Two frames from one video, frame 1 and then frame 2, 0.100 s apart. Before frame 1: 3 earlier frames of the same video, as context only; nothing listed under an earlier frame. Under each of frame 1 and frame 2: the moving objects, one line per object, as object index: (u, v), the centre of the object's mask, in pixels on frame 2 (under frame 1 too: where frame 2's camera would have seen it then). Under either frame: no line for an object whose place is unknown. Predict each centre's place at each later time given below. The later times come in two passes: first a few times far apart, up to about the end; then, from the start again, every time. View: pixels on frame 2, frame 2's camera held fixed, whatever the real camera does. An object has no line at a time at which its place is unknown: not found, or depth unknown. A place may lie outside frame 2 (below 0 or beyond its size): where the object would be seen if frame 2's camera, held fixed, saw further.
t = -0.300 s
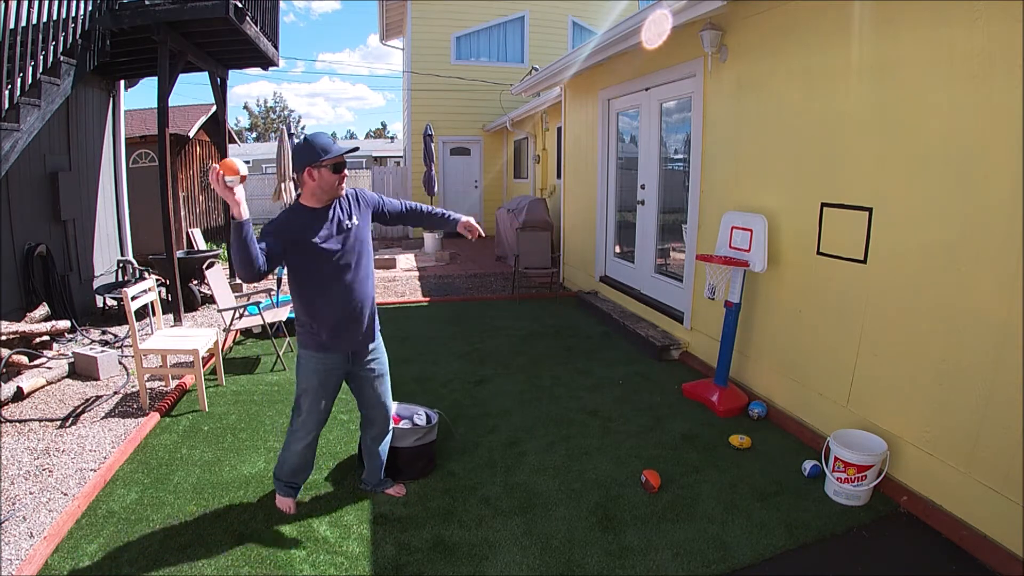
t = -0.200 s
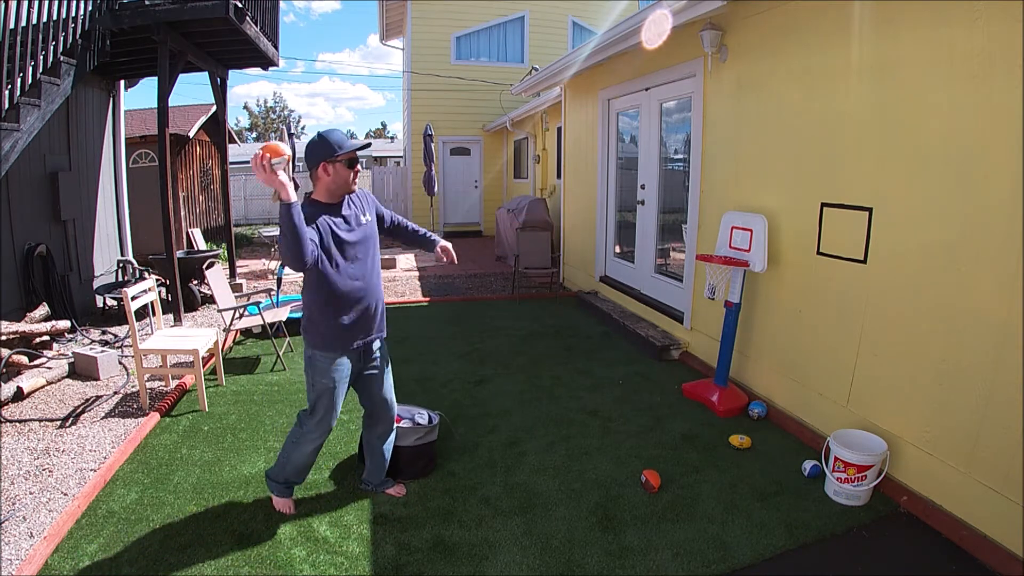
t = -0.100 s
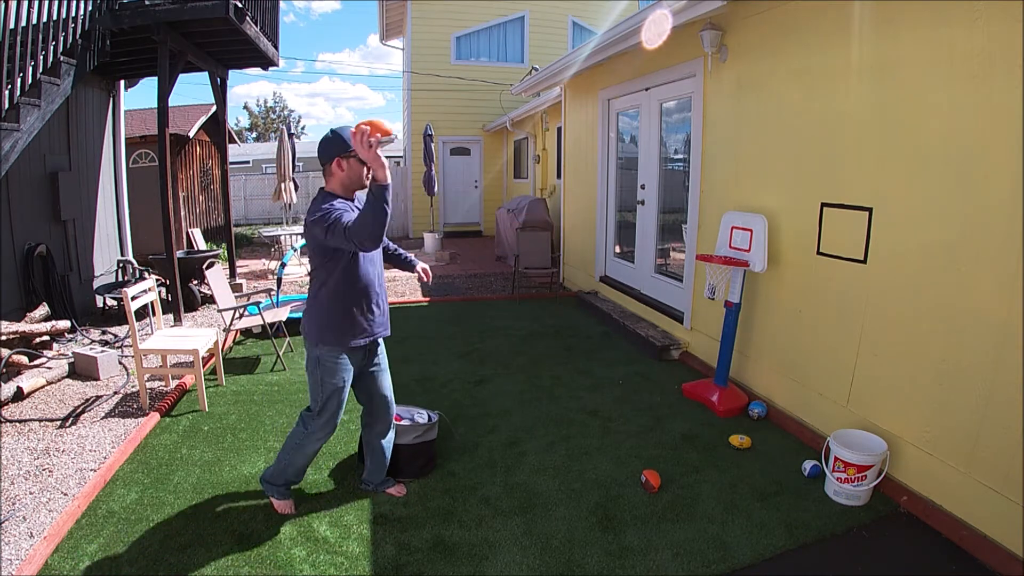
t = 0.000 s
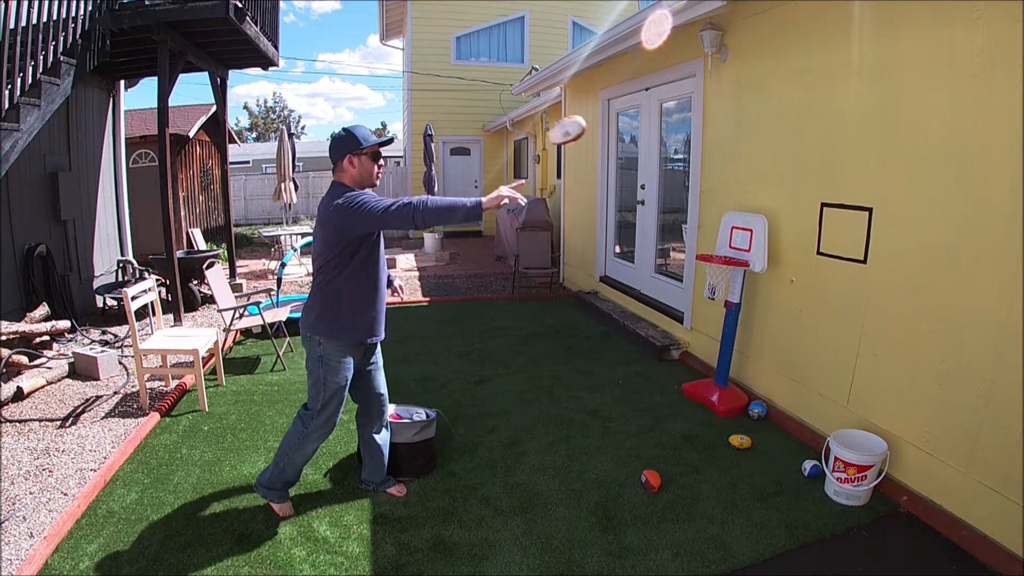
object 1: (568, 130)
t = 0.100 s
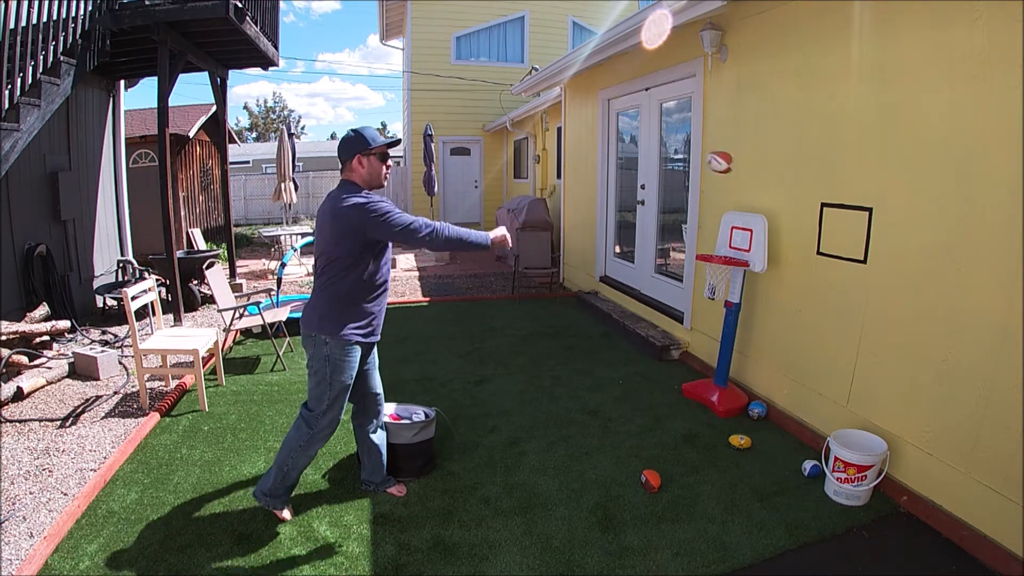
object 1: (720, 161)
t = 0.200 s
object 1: (825, 205)
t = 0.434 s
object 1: (773, 300)
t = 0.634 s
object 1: (661, 426)
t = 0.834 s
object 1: (652, 390)
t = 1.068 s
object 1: (643, 406)
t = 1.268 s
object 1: (634, 448)
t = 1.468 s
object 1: (630, 457)
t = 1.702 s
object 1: (627, 459)
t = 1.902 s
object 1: (628, 459)
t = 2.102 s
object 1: (628, 459)
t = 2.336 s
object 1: (628, 459)
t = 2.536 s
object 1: (628, 459)
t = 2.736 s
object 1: (628, 459)
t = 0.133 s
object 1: (759, 175)
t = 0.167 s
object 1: (794, 190)
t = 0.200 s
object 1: (825, 205)
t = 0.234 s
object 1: (851, 222)
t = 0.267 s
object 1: (863, 235)
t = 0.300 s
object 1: (846, 244)
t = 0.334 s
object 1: (828, 255)
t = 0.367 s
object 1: (810, 269)
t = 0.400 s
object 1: (792, 283)
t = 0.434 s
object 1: (773, 300)
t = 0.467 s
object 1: (754, 318)
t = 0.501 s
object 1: (735, 338)
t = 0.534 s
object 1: (717, 358)
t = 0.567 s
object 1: (697, 380)
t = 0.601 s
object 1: (679, 403)
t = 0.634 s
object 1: (661, 426)
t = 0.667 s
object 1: (653, 430)
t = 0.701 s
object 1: (654, 419)
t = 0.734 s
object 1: (654, 409)
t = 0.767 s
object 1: (653, 401)
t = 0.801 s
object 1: (652, 395)
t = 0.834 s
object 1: (652, 390)
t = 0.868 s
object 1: (651, 387)
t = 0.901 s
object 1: (650, 386)
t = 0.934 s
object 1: (649, 386)
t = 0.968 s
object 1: (647, 389)
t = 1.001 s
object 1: (646, 393)
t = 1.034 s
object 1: (644, 399)
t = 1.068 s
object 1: (643, 406)
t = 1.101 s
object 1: (640, 417)
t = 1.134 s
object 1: (638, 429)
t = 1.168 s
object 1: (636, 442)
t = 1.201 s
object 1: (633, 456)
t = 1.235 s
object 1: (634, 452)
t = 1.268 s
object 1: (634, 448)
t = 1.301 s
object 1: (634, 445)
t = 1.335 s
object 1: (633, 444)
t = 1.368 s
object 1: (632, 445)
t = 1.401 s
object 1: (632, 448)
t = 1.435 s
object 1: (631, 452)
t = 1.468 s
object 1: (630, 457)
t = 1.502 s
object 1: (629, 457)
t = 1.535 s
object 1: (628, 457)
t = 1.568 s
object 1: (627, 458)
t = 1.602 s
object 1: (626, 458)
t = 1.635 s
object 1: (626, 459)
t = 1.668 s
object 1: (626, 459)
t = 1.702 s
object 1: (627, 459)
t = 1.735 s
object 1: (627, 459)
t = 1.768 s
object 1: (628, 459)
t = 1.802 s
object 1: (628, 459)
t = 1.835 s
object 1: (628, 459)
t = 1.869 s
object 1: (628, 459)
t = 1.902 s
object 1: (628, 459)
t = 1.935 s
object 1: (628, 459)
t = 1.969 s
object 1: (628, 459)
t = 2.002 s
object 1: (628, 459)
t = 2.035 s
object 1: (628, 459)
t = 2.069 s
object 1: (628, 459)
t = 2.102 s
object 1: (628, 459)
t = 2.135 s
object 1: (628, 459)
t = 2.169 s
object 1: (628, 459)
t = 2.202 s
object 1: (628, 459)
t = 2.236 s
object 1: (628, 459)
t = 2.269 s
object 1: (628, 459)
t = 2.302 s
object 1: (628, 459)
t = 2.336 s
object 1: (628, 459)
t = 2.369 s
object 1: (628, 459)
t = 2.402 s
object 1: (628, 459)
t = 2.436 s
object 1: (628, 459)
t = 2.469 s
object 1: (628, 459)
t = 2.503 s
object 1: (628, 459)
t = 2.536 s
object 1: (628, 459)
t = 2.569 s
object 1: (628, 459)
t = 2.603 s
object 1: (628, 459)
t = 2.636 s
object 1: (628, 459)
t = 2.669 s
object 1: (628, 459)
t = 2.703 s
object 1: (628, 459)
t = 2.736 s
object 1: (628, 459)
